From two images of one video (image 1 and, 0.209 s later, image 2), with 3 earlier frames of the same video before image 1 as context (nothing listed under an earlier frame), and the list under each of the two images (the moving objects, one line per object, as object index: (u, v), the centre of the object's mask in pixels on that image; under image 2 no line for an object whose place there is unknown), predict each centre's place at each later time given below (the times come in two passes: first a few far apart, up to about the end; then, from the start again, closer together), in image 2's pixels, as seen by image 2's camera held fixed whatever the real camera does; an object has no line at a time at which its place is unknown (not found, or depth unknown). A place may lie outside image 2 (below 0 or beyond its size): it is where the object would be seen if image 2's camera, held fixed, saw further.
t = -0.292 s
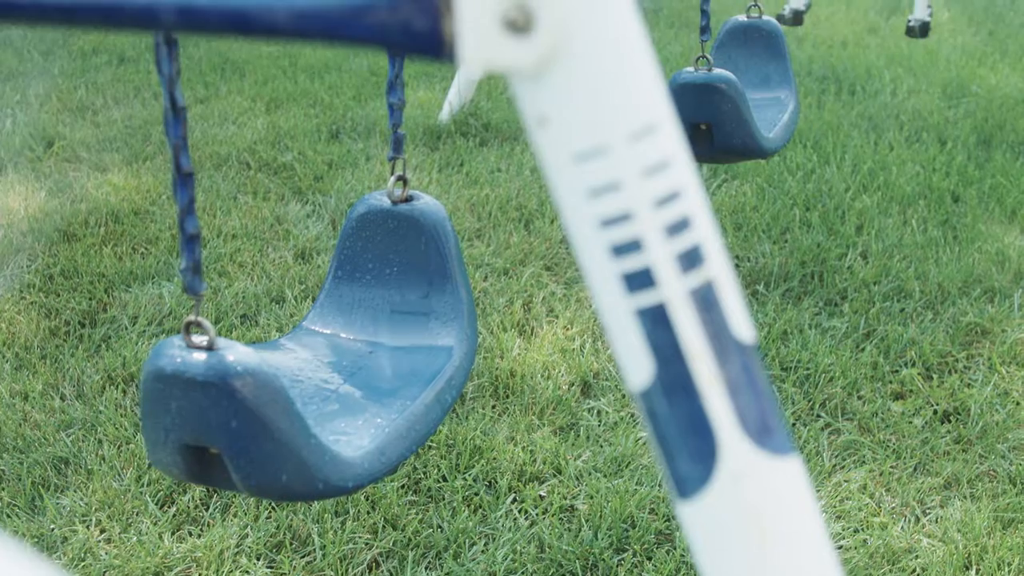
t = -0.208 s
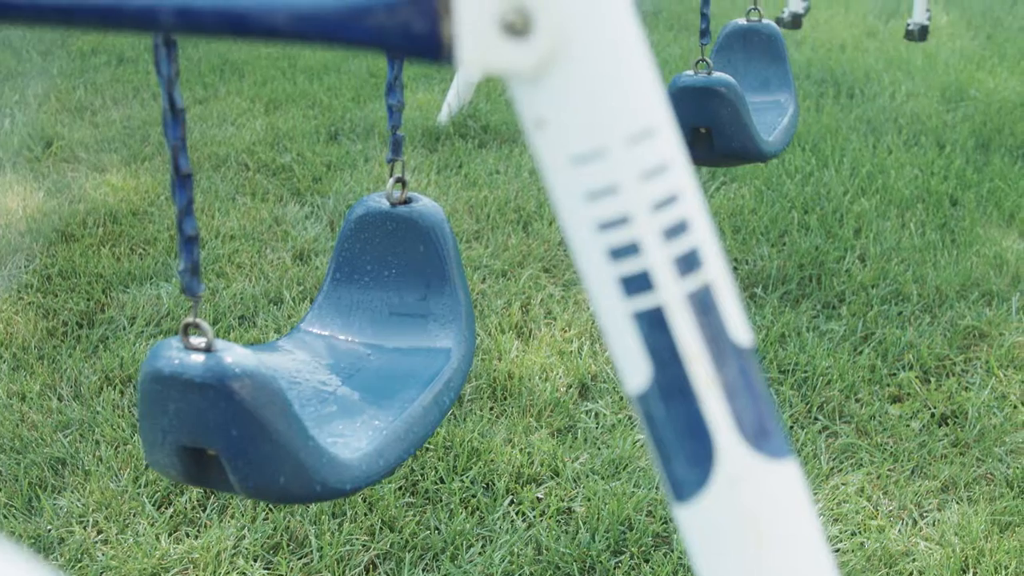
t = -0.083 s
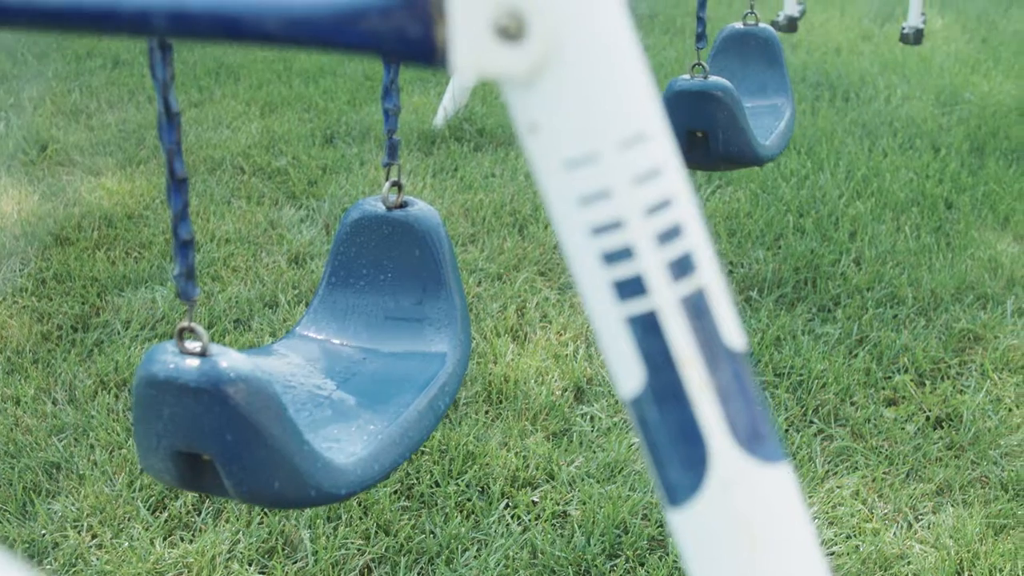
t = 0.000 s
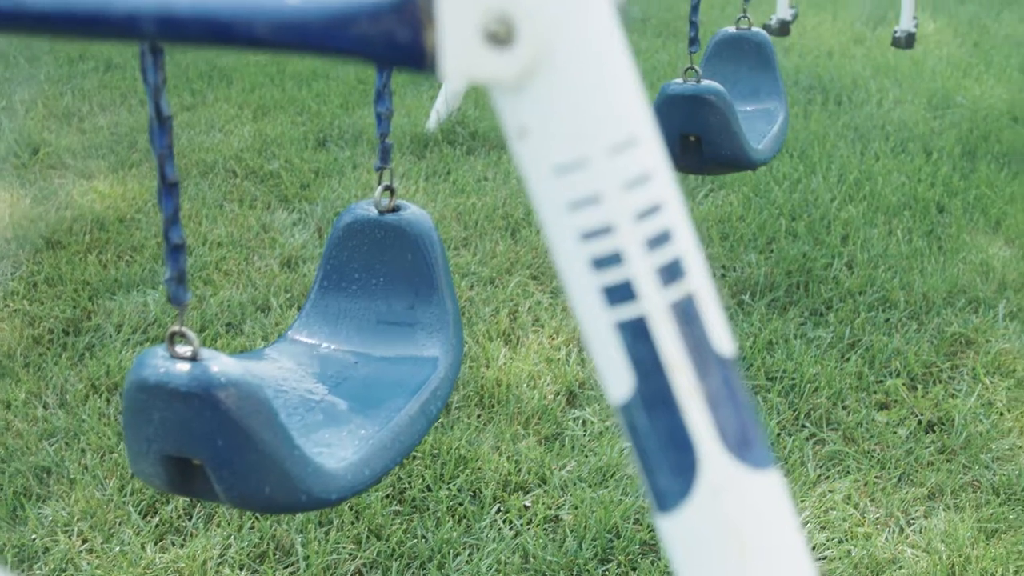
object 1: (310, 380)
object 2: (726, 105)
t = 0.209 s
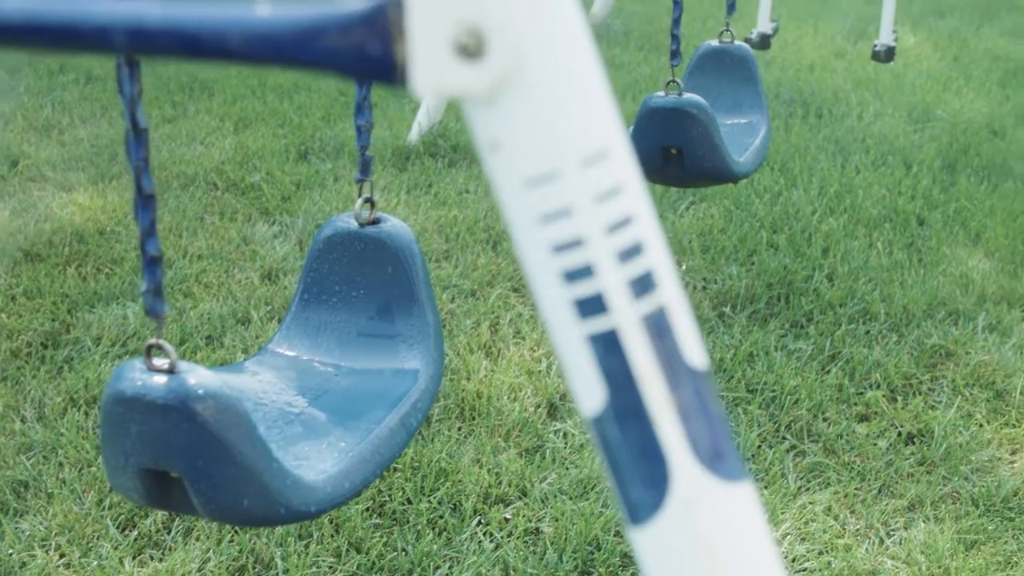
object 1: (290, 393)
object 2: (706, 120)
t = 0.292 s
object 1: (292, 394)
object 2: (705, 120)
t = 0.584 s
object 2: (703, 119)
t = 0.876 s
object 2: (701, 115)
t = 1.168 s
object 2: (700, 113)
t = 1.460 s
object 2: (698, 113)
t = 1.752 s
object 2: (698, 116)
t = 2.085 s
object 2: (702, 119)
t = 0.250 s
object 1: (291, 394)
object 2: (706, 120)
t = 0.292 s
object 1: (292, 394)
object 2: (705, 120)
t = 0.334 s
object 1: (292, 393)
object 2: (705, 120)
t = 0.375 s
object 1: (293, 393)
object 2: (705, 120)
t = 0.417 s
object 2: (705, 119)
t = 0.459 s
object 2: (704, 119)
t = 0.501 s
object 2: (704, 119)
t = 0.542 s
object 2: (703, 119)
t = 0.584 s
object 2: (703, 119)
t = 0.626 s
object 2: (703, 118)
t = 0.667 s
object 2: (703, 118)
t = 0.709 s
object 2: (702, 117)
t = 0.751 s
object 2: (702, 117)
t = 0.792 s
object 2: (702, 116)
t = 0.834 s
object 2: (702, 116)
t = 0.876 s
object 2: (701, 115)
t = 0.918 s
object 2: (701, 115)
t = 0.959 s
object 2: (701, 115)
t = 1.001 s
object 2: (700, 114)
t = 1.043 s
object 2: (700, 114)
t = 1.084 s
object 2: (700, 114)
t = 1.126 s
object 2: (699, 114)
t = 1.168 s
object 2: (700, 113)
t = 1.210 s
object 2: (699, 113)
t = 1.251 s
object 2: (699, 113)
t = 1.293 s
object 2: (699, 113)
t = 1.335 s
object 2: (699, 113)
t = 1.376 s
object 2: (699, 113)
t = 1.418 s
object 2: (699, 113)
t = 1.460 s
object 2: (698, 113)
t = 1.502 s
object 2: (698, 114)
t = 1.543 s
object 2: (698, 114)
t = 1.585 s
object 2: (698, 114)
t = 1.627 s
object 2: (698, 115)
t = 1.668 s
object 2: (698, 115)
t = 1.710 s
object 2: (698, 116)
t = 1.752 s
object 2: (698, 116)
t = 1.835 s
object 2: (699, 117)
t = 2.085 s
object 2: (702, 119)
